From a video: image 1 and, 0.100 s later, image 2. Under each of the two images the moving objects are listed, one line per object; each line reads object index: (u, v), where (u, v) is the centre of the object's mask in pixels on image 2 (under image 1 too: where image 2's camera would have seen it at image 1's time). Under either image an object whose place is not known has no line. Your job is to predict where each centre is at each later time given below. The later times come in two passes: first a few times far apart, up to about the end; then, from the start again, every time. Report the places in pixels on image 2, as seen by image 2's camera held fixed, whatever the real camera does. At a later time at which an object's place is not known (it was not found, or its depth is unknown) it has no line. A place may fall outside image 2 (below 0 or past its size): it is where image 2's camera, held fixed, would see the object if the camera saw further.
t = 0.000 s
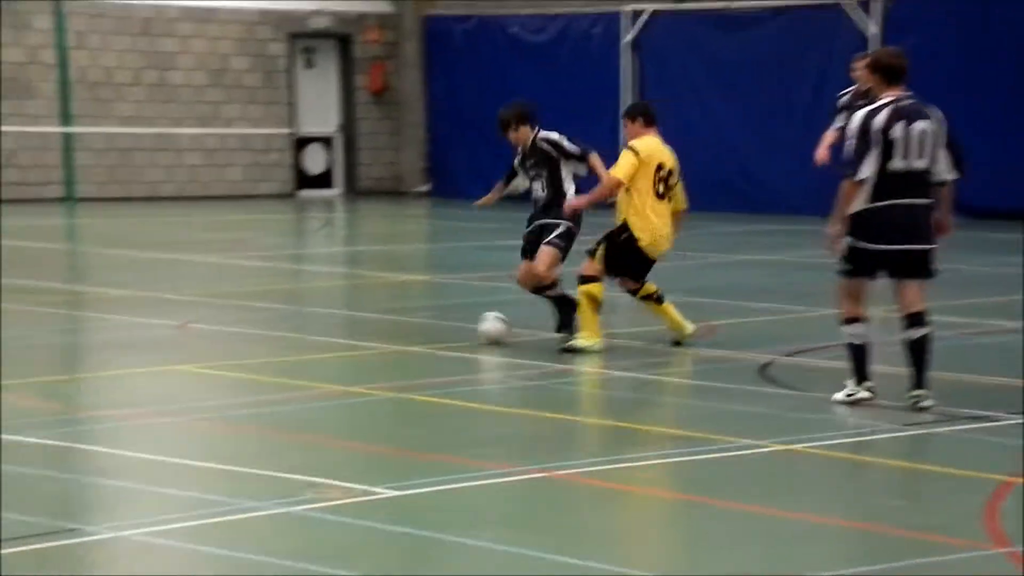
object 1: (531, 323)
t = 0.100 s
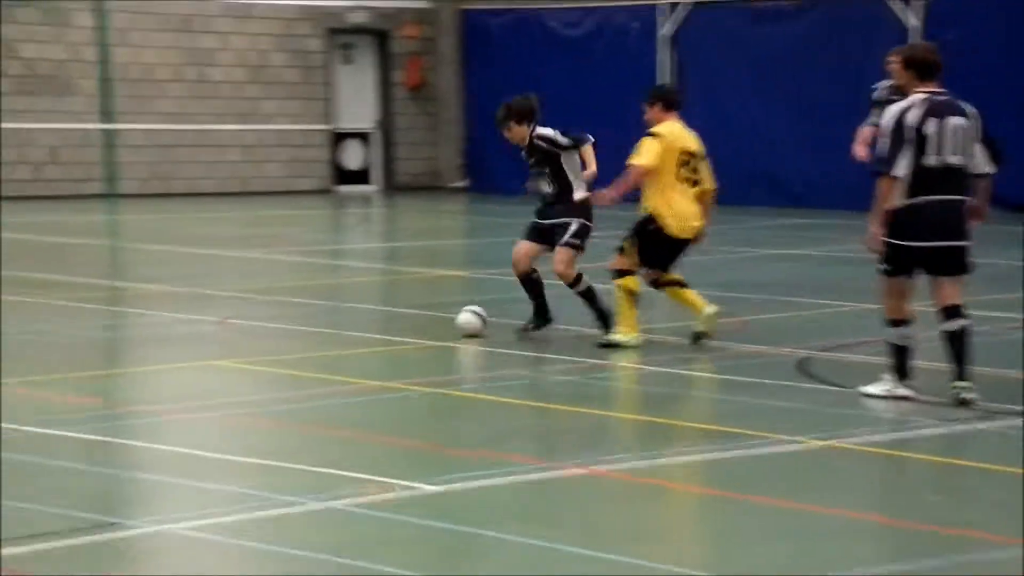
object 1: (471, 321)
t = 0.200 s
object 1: (414, 318)
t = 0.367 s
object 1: (324, 313)
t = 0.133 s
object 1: (453, 320)
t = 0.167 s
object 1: (433, 319)
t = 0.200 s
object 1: (414, 318)
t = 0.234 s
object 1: (395, 317)
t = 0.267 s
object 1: (377, 317)
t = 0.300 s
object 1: (358, 316)
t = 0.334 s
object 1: (341, 314)
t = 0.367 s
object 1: (324, 313)
